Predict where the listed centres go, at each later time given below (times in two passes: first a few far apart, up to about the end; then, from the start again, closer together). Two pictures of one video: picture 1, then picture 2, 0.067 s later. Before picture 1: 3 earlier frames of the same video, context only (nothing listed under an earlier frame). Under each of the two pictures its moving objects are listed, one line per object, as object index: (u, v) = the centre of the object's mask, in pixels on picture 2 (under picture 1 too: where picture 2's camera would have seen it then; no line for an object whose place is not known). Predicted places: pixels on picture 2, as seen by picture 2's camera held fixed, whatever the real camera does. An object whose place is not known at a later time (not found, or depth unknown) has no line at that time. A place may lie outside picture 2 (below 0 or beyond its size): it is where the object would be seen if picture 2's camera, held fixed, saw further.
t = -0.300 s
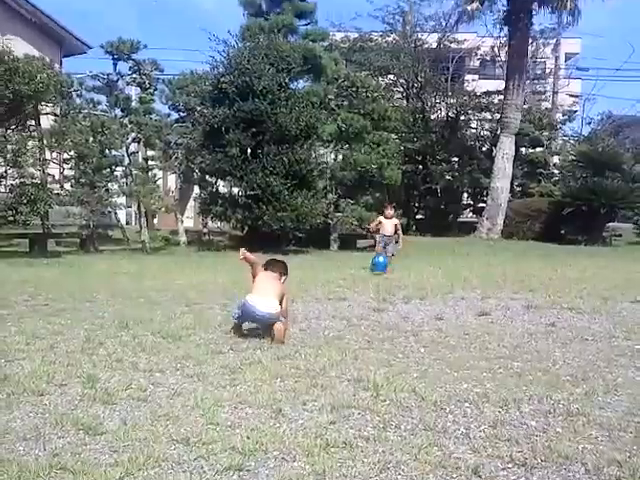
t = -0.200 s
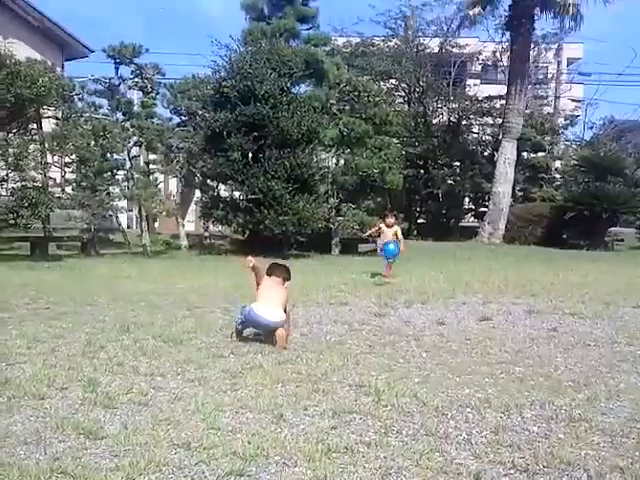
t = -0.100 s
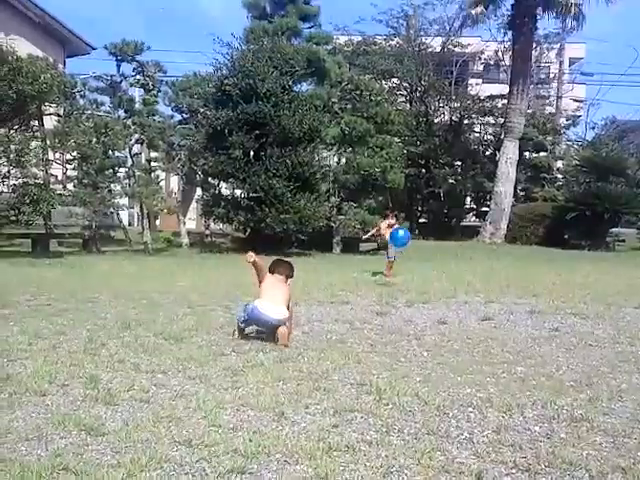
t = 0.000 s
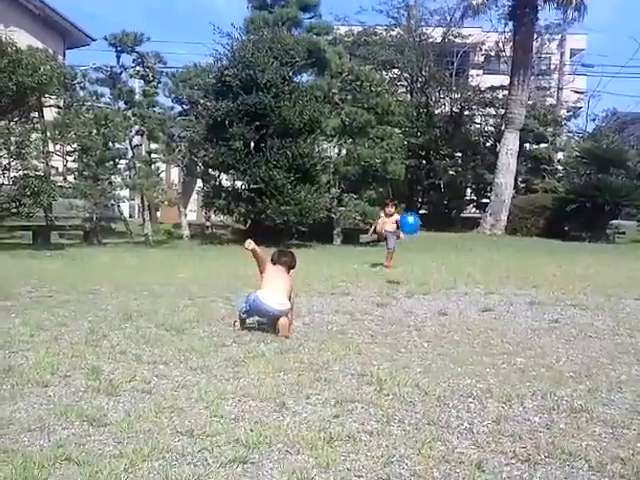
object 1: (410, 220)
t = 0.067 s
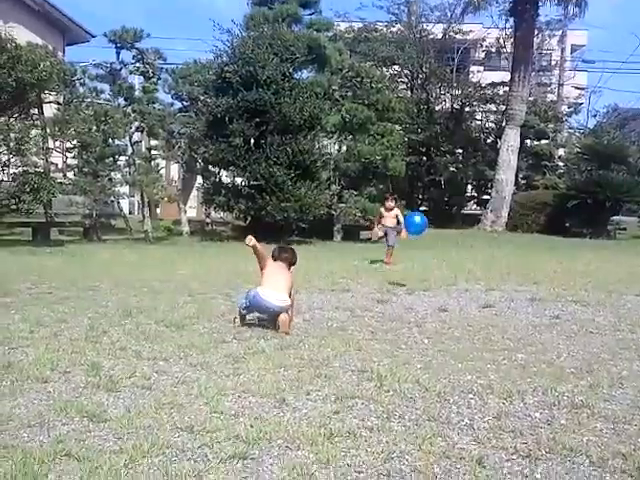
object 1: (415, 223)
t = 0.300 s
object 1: (439, 285)
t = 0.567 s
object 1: (475, 246)
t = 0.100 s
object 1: (418, 226)
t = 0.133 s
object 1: (421, 232)
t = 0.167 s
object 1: (425, 240)
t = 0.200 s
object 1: (428, 248)
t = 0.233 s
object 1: (431, 259)
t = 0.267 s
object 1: (435, 270)
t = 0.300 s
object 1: (439, 285)
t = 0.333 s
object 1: (443, 301)
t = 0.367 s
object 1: (447, 299)
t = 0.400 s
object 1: (452, 286)
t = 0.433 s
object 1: (456, 276)
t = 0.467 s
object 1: (461, 266)
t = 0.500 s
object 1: (465, 258)
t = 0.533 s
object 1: (469, 251)
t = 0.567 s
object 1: (475, 246)
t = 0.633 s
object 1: (483, 237)
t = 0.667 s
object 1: (487, 236)
